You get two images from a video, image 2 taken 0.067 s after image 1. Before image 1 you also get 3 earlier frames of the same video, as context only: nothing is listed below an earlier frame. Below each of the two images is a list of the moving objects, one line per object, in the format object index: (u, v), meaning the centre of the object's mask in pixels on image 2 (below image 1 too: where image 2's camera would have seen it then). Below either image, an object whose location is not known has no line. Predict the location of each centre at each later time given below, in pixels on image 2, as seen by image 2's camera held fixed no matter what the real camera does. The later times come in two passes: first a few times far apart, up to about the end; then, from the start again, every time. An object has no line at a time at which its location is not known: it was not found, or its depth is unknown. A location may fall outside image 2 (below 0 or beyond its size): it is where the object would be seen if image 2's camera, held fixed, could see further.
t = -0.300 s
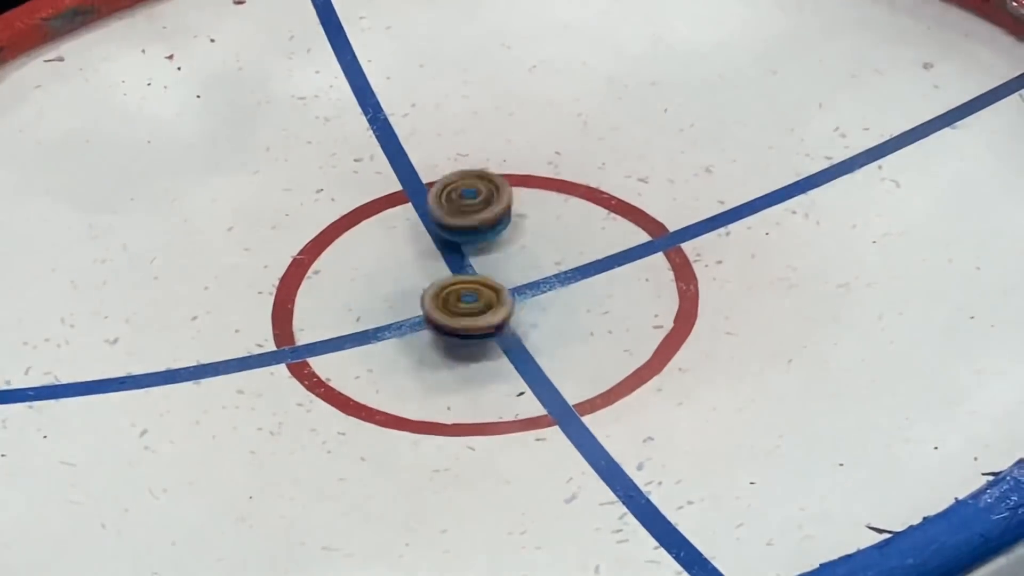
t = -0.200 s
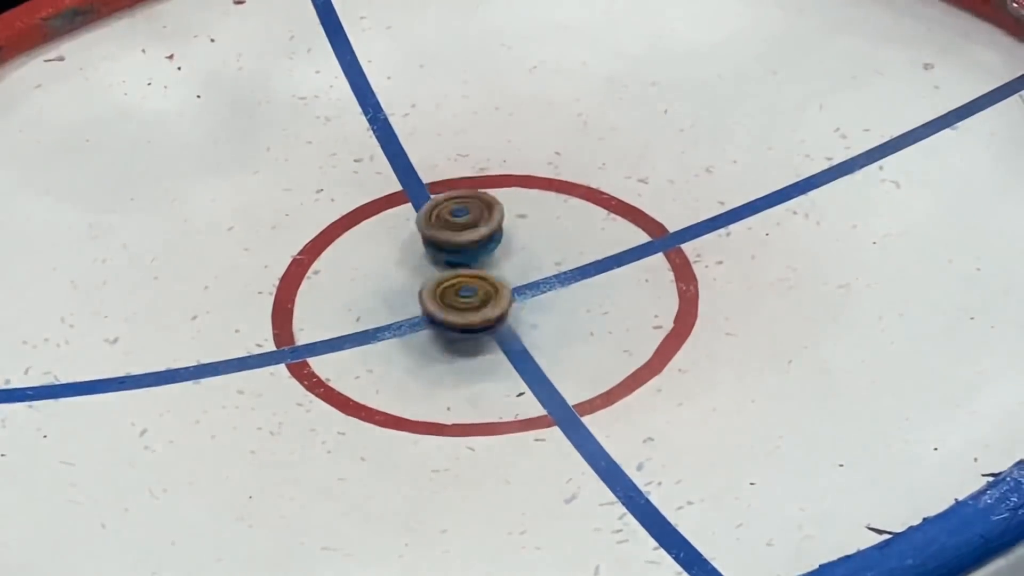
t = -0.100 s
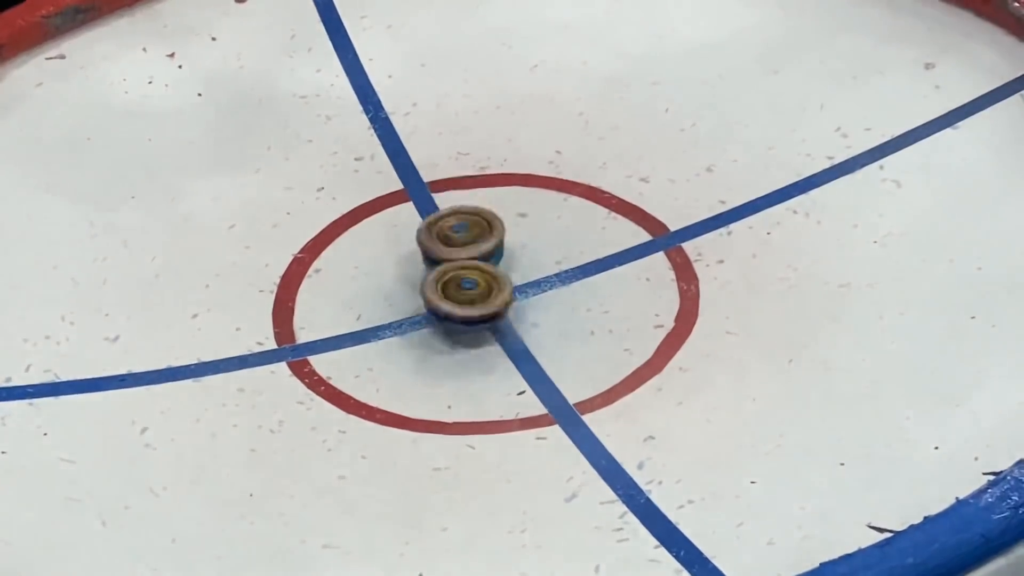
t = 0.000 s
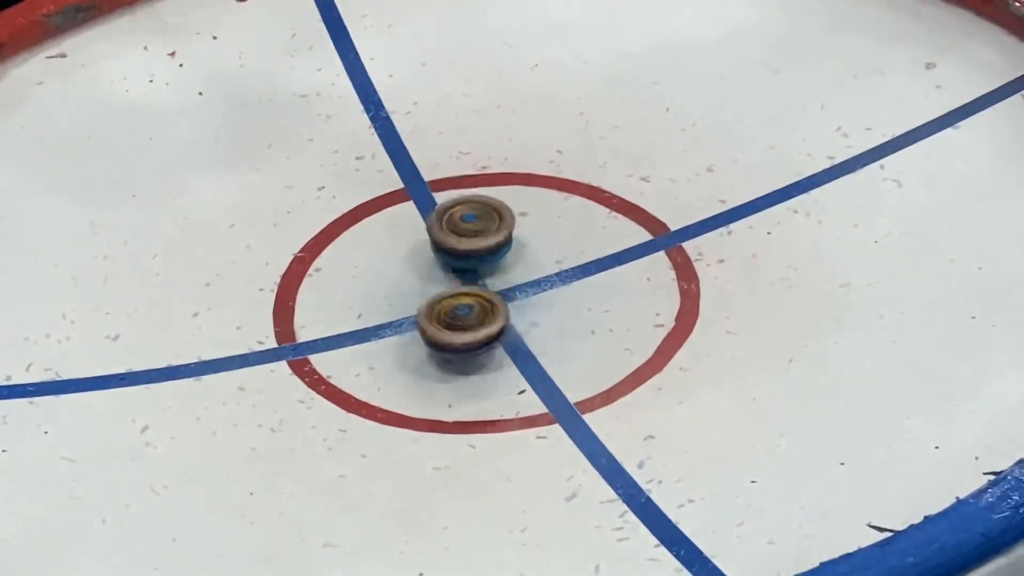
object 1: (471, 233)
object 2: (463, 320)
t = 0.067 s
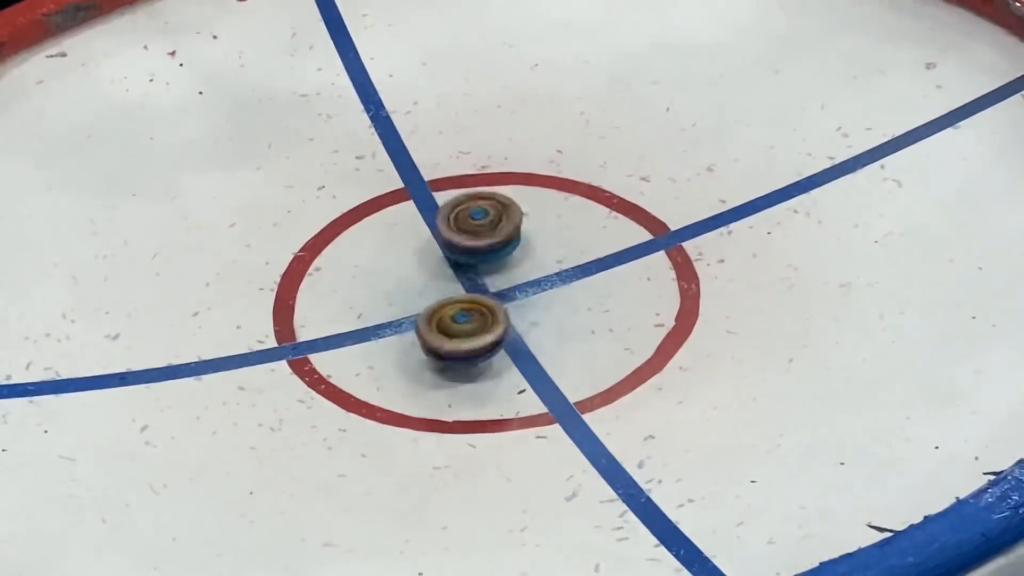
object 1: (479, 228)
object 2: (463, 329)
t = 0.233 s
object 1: (492, 222)
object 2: (465, 335)
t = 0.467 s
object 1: (502, 232)
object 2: (465, 333)
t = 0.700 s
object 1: (520, 244)
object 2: (460, 329)
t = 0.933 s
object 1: (533, 265)
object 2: (457, 316)
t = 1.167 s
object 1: (552, 277)
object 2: (453, 306)
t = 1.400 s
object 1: (569, 283)
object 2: (455, 294)
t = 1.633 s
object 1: (567, 285)
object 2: (461, 289)
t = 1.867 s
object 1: (564, 286)
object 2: (467, 282)
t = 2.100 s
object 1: (612, 279)
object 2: (425, 275)
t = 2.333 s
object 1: (645, 265)
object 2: (412, 267)
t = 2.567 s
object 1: (633, 251)
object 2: (411, 259)
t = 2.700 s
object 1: (597, 250)
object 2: (412, 251)
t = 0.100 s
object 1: (483, 226)
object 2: (463, 332)
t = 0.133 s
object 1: (487, 223)
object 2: (464, 333)
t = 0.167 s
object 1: (488, 223)
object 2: (465, 333)
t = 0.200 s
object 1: (490, 223)
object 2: (466, 334)
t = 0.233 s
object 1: (492, 222)
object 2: (465, 335)
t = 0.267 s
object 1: (492, 221)
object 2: (465, 334)
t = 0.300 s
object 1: (494, 225)
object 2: (466, 334)
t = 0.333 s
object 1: (495, 225)
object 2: (466, 334)
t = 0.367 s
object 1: (497, 226)
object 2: (466, 334)
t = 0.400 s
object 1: (498, 226)
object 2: (467, 333)
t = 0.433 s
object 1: (500, 227)
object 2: (466, 333)
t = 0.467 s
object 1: (502, 232)
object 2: (465, 333)
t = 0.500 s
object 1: (504, 234)
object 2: (463, 333)
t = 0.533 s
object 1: (506, 238)
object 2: (462, 332)
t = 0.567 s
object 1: (509, 238)
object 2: (462, 331)
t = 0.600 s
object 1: (512, 241)
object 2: (462, 330)
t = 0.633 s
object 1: (515, 241)
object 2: (461, 329)
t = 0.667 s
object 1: (517, 243)
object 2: (461, 329)
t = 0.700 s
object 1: (520, 244)
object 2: (460, 329)
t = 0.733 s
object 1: (523, 250)
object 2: (461, 325)
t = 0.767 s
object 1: (526, 252)
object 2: (460, 325)
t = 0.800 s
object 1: (529, 253)
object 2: (460, 325)
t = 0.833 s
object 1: (530, 257)
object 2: (459, 321)
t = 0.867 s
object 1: (530, 260)
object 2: (459, 320)
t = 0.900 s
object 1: (531, 262)
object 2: (458, 320)
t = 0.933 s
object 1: (533, 265)
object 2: (457, 316)
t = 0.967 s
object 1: (536, 267)
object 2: (457, 316)
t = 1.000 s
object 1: (539, 270)
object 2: (456, 313)
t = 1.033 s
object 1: (541, 271)
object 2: (455, 312)
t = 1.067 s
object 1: (545, 272)
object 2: (454, 310)
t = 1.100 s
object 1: (548, 273)
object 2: (454, 309)
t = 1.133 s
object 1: (550, 275)
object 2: (454, 310)
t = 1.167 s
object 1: (552, 277)
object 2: (453, 306)
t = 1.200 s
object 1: (555, 278)
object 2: (453, 305)
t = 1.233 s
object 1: (558, 280)
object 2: (453, 303)
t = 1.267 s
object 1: (562, 281)
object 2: (454, 301)
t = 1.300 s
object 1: (564, 282)
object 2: (454, 299)
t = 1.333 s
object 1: (566, 282)
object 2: (454, 297)
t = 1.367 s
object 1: (567, 283)
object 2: (454, 296)
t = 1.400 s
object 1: (569, 283)
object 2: (455, 294)
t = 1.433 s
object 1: (569, 284)
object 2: (457, 293)
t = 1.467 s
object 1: (570, 284)
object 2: (458, 292)
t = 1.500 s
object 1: (570, 284)
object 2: (458, 292)
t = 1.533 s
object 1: (570, 284)
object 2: (459, 292)
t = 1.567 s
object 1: (569, 285)
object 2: (459, 291)
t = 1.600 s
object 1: (569, 285)
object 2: (460, 290)
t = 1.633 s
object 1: (567, 285)
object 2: (461, 289)
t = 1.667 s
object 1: (565, 285)
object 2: (463, 288)
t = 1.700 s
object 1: (563, 285)
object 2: (465, 287)
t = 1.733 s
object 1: (562, 285)
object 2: (466, 286)
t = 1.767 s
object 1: (563, 285)
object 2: (464, 285)
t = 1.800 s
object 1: (564, 286)
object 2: (465, 284)
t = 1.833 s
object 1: (564, 286)
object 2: (465, 283)
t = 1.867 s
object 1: (564, 286)
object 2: (467, 282)
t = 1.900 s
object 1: (564, 286)
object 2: (467, 282)
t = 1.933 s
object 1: (563, 286)
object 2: (468, 281)
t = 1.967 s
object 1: (575, 285)
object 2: (456, 280)
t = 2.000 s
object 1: (586, 283)
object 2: (445, 277)
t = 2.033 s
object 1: (596, 282)
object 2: (437, 276)
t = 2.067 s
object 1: (605, 281)
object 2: (431, 275)
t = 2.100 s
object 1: (612, 279)
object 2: (425, 275)
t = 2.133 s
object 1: (620, 277)
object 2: (421, 273)
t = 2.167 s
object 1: (625, 275)
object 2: (419, 274)
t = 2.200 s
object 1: (631, 273)
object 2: (417, 273)
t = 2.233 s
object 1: (635, 271)
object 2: (416, 271)
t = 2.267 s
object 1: (639, 270)
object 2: (415, 270)
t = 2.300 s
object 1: (642, 267)
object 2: (413, 268)
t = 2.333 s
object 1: (645, 265)
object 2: (412, 267)
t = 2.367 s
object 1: (647, 262)
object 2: (413, 267)
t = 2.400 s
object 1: (648, 259)
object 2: (413, 266)
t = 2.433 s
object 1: (646, 257)
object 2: (413, 264)
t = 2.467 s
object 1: (644, 256)
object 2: (412, 263)
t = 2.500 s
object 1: (642, 254)
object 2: (412, 261)
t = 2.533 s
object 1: (638, 252)
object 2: (412, 259)
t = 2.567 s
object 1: (633, 251)
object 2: (411, 259)
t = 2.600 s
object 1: (626, 249)
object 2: (412, 257)
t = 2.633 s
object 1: (617, 249)
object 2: (411, 255)
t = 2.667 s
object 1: (607, 250)
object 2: (412, 253)
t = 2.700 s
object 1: (597, 250)
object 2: (412, 251)
